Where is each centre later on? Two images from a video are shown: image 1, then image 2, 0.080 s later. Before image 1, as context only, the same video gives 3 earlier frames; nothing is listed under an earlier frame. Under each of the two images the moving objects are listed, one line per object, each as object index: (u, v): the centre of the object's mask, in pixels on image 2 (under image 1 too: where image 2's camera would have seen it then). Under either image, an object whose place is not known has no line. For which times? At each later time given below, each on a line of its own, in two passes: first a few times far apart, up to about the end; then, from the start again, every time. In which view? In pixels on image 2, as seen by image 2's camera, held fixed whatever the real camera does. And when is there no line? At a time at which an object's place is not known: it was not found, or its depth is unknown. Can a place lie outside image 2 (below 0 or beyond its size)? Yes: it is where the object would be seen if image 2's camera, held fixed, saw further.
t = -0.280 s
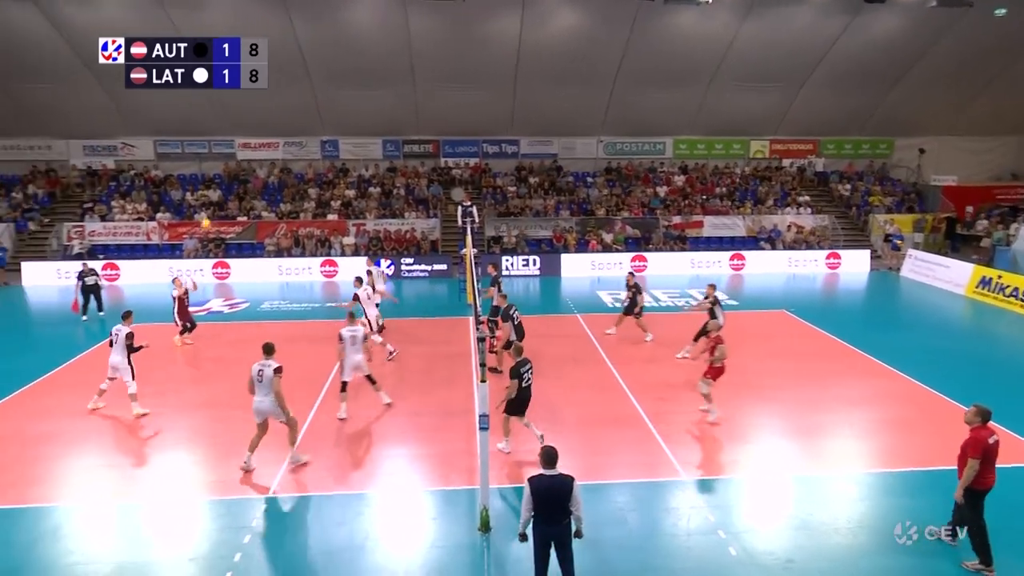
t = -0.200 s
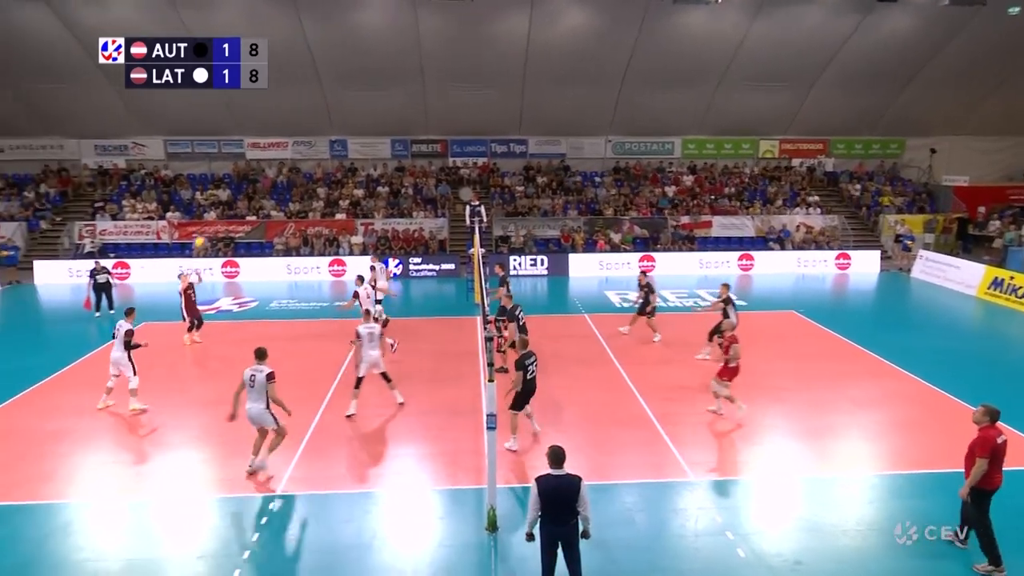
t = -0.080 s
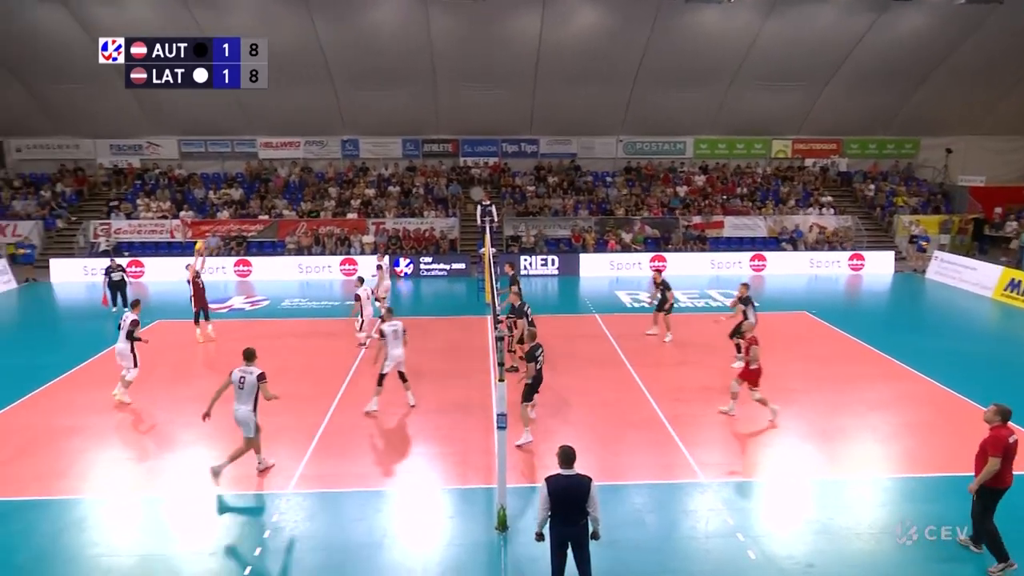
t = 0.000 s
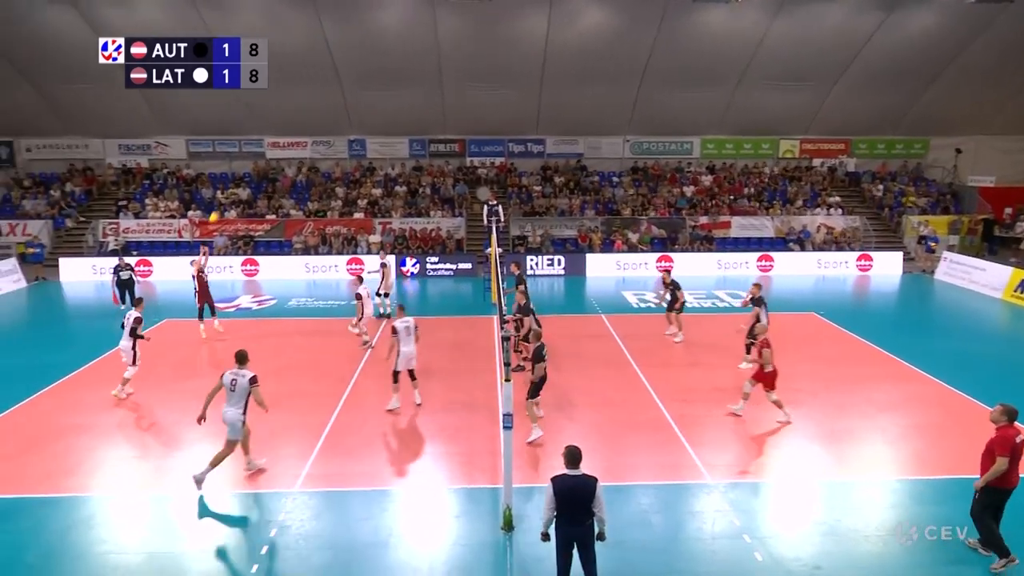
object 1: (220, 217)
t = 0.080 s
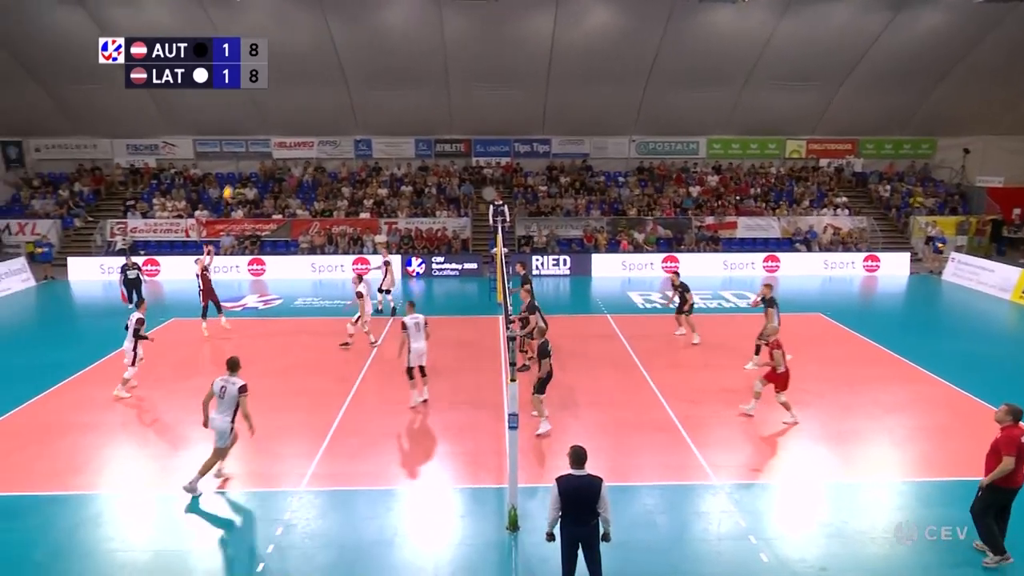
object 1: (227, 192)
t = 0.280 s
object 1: (248, 138)
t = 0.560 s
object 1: (278, 92)
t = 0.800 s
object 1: (310, 84)
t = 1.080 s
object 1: (348, 110)
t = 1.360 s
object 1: (388, 176)
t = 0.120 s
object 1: (232, 180)
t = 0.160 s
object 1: (235, 169)
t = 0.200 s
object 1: (239, 158)
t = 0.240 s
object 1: (244, 148)
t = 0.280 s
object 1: (248, 138)
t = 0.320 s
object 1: (252, 129)
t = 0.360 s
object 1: (256, 122)
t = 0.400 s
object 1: (261, 114)
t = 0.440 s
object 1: (266, 108)
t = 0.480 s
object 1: (270, 102)
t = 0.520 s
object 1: (274, 97)
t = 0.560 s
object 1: (278, 92)
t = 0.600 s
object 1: (284, 89)
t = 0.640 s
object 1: (289, 86)
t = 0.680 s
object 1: (294, 84)
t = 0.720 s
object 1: (299, 84)
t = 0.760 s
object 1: (304, 83)
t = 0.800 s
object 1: (310, 84)
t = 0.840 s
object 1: (315, 85)
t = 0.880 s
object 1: (321, 87)
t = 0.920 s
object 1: (326, 90)
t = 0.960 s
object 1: (332, 94)
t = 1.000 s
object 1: (337, 99)
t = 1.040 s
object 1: (343, 104)
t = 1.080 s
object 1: (348, 110)
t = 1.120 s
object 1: (354, 117)
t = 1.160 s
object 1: (360, 125)
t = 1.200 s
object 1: (365, 134)
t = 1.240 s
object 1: (371, 143)
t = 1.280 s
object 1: (377, 154)
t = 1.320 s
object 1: (382, 165)
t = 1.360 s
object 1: (388, 176)
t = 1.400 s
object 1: (394, 189)
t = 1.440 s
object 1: (399, 203)
